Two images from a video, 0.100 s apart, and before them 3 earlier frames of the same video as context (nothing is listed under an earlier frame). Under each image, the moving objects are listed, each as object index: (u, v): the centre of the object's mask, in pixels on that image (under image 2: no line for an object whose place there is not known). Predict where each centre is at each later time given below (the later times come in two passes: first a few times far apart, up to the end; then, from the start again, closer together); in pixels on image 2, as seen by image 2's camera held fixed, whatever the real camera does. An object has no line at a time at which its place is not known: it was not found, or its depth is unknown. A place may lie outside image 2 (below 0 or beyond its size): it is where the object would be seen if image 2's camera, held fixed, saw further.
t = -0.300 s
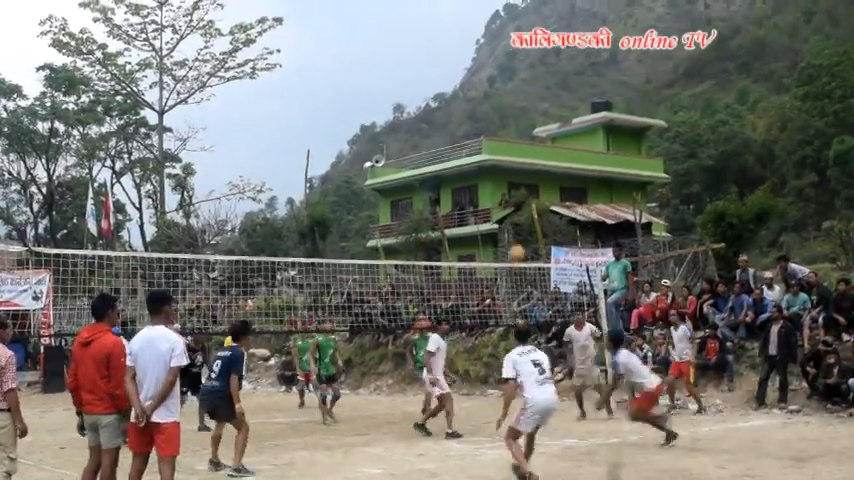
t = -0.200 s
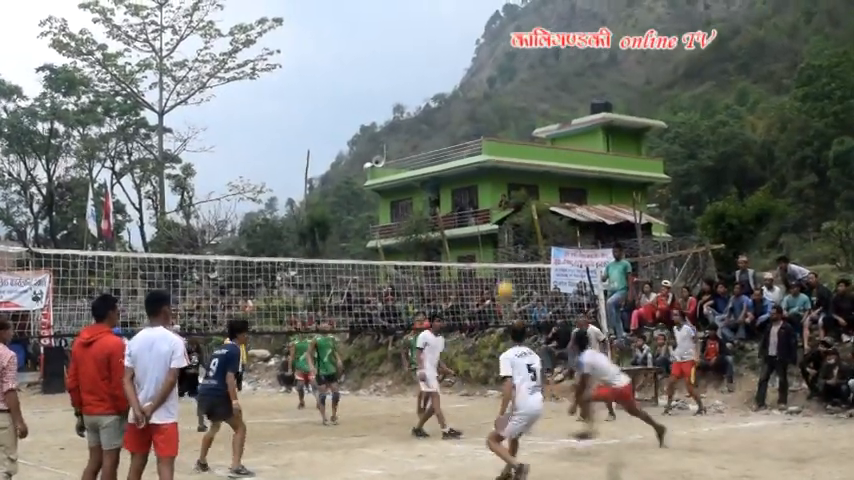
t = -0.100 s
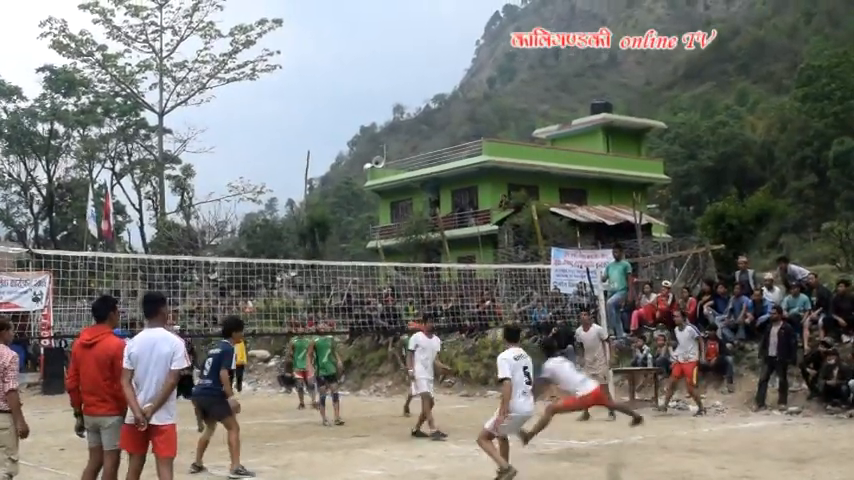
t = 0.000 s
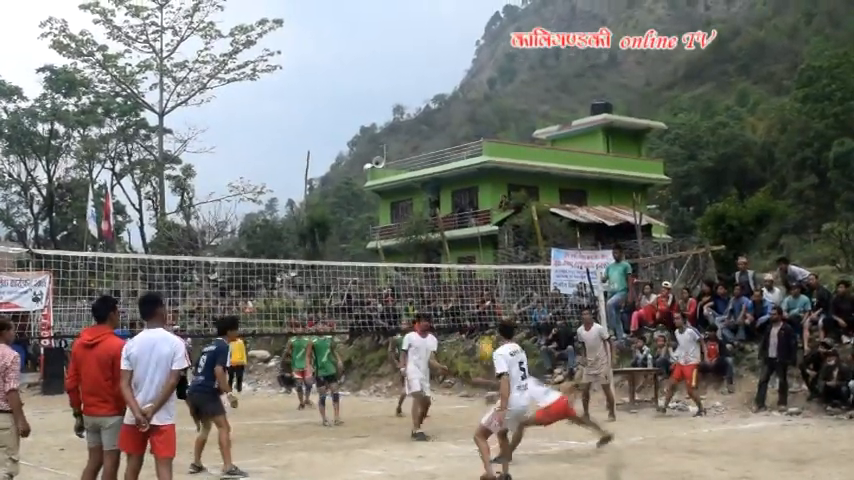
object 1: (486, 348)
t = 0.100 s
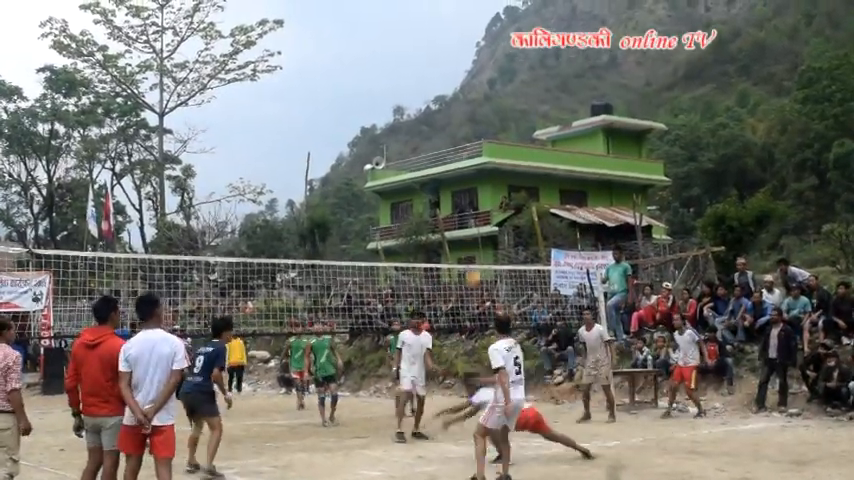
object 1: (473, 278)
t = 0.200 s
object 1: (465, 214)
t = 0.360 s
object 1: (449, 129)
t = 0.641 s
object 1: (427, 35)
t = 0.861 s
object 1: (413, 4)
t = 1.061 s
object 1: (400, 10)
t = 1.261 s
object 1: (388, 52)
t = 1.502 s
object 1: (369, 149)
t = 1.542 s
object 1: (367, 172)
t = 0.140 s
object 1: (470, 251)
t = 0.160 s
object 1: (469, 239)
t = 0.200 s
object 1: (465, 214)
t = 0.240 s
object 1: (461, 192)
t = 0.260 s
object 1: (459, 181)
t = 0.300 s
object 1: (455, 159)
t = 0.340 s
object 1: (451, 138)
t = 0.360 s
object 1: (449, 129)
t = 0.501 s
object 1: (439, 76)
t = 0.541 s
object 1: (435, 62)
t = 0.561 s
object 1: (433, 56)
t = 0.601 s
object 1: (430, 45)
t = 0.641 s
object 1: (427, 35)
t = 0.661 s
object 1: (426, 31)
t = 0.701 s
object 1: (423, 23)
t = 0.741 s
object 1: (420, 16)
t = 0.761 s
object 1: (418, 13)
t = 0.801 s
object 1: (416, 8)
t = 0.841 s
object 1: (414, 5)
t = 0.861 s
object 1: (413, 4)
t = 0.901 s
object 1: (410, 2)
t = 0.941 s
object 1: (407, 2)
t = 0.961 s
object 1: (406, 2)
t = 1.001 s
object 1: (403, 4)
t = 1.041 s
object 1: (401, 9)
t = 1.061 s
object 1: (400, 10)
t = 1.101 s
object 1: (397, 16)
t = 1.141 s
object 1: (394, 22)
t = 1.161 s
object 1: (393, 26)
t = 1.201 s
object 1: (391, 35)
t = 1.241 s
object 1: (389, 45)
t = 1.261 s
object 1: (388, 52)
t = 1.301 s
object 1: (384, 65)
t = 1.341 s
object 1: (382, 78)
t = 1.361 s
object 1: (381, 86)
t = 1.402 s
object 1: (378, 103)
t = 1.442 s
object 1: (375, 121)
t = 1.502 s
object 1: (369, 149)
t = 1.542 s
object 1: (367, 172)
